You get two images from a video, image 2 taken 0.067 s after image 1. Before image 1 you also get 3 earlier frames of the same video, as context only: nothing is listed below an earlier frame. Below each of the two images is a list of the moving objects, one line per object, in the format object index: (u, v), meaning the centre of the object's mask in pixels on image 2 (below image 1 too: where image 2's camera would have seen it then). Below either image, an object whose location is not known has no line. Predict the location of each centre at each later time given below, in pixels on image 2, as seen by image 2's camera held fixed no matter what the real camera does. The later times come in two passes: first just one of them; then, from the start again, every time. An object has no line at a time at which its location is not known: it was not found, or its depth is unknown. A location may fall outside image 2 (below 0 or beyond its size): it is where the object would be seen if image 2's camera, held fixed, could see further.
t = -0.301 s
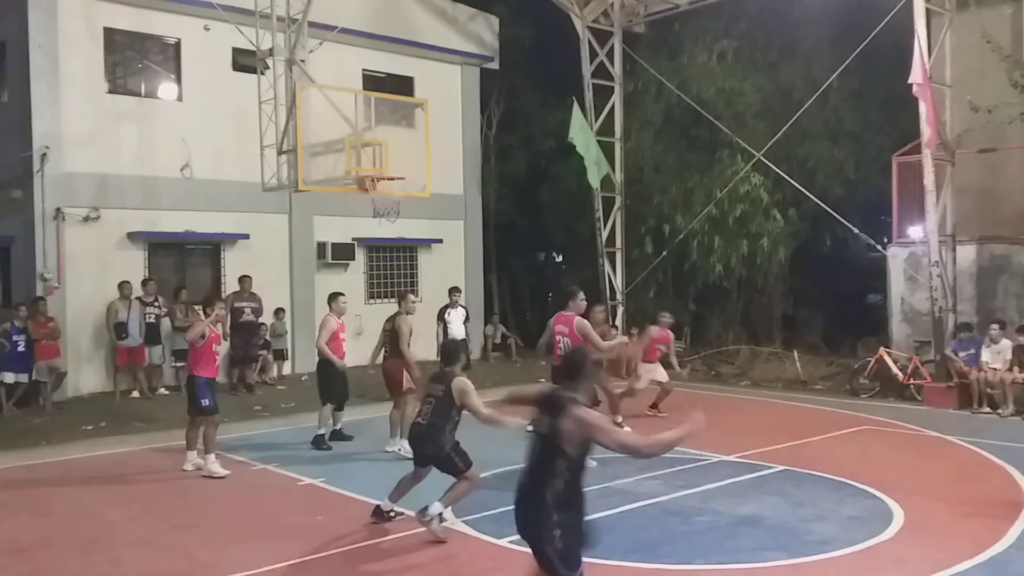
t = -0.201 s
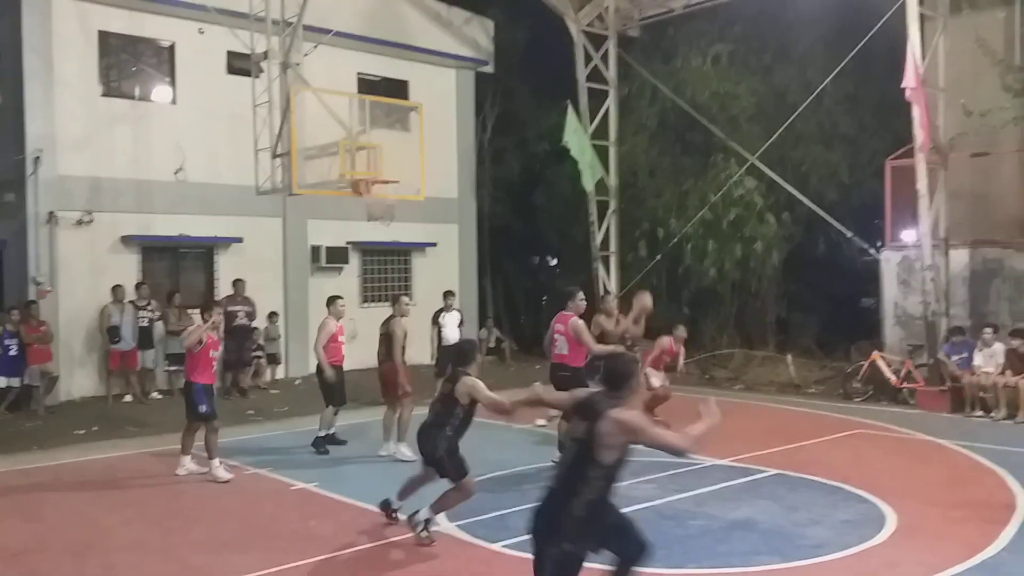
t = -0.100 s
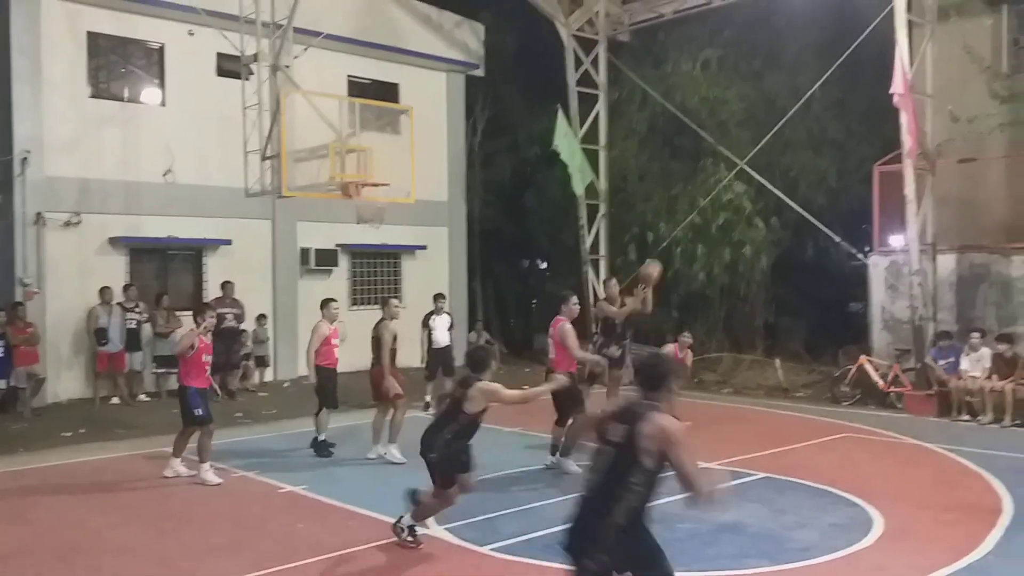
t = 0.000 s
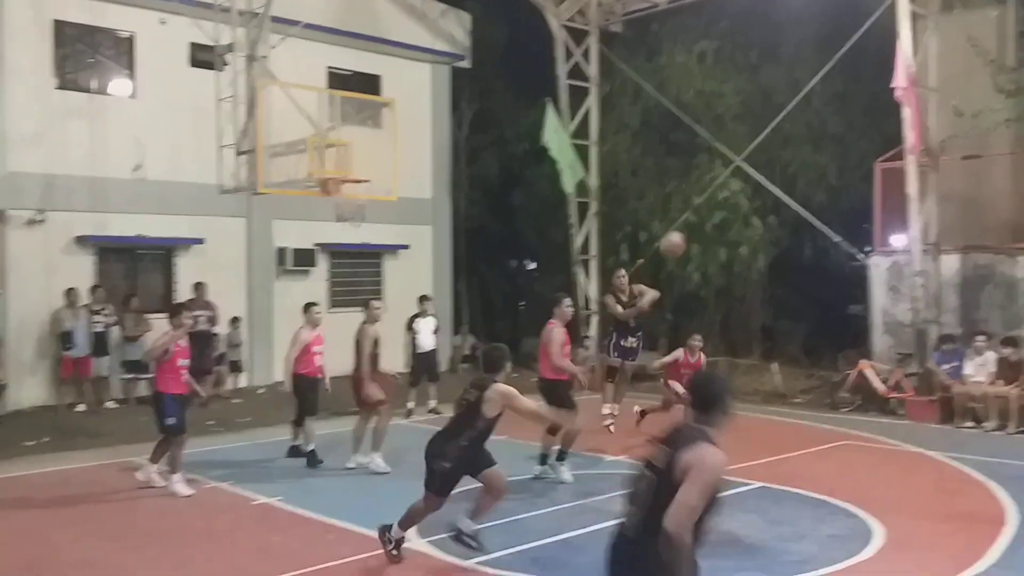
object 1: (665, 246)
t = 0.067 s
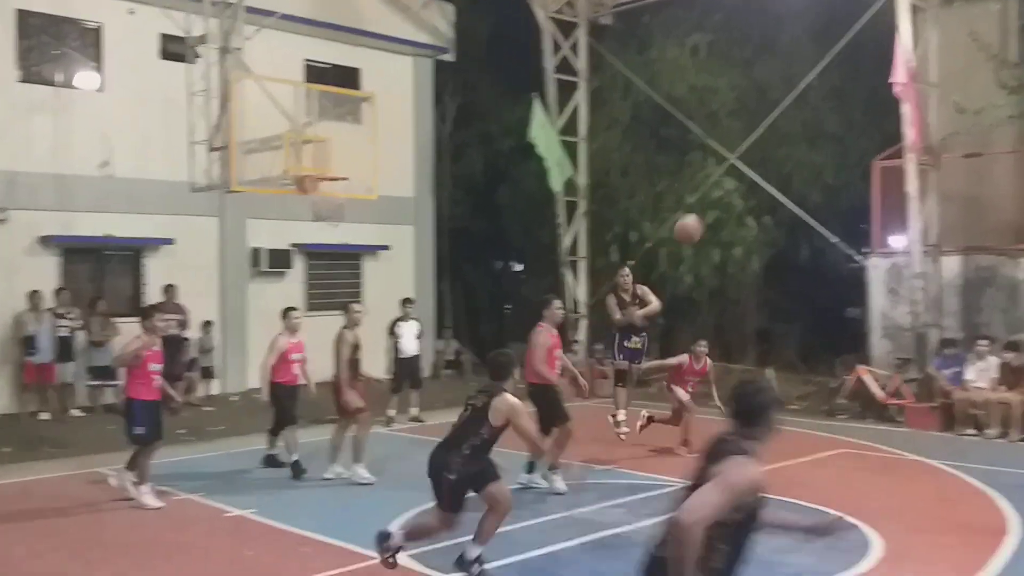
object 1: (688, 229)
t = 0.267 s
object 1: (791, 197)
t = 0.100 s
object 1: (702, 222)
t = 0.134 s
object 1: (716, 215)
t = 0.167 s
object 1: (731, 208)
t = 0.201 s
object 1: (750, 204)
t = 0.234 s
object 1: (770, 199)
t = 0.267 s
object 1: (791, 197)
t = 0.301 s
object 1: (812, 197)
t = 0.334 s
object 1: (838, 196)
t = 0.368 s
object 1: (866, 197)
